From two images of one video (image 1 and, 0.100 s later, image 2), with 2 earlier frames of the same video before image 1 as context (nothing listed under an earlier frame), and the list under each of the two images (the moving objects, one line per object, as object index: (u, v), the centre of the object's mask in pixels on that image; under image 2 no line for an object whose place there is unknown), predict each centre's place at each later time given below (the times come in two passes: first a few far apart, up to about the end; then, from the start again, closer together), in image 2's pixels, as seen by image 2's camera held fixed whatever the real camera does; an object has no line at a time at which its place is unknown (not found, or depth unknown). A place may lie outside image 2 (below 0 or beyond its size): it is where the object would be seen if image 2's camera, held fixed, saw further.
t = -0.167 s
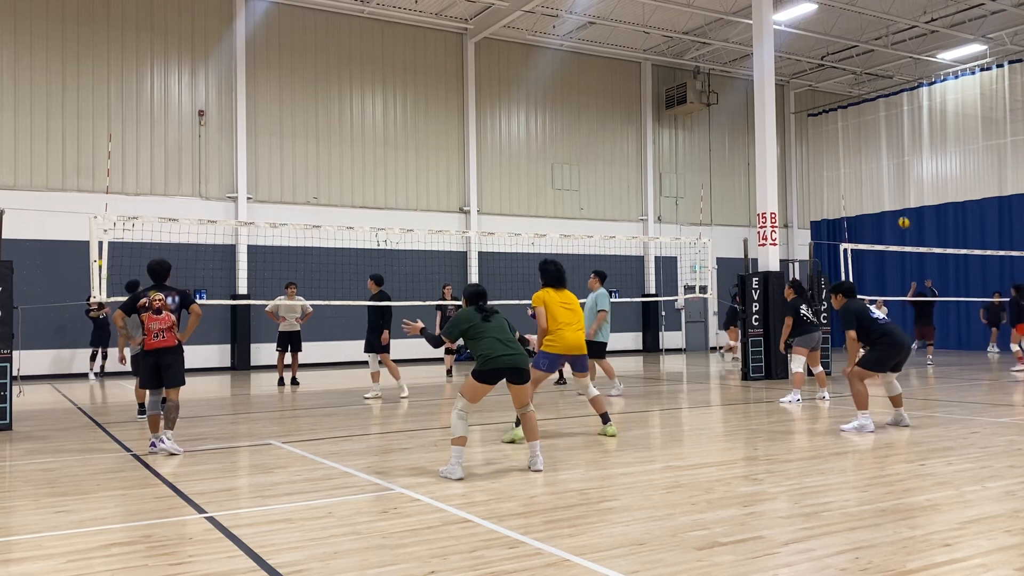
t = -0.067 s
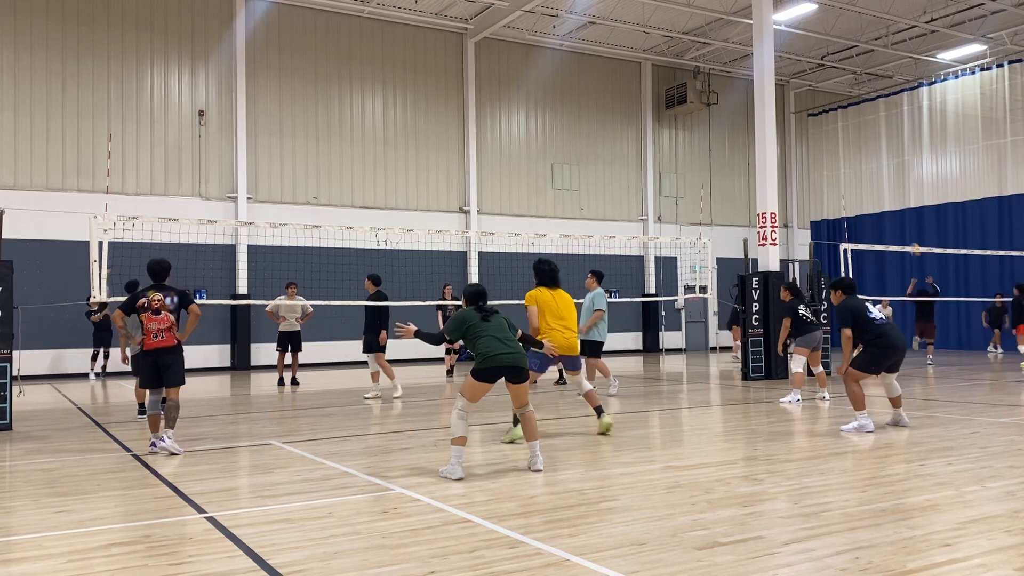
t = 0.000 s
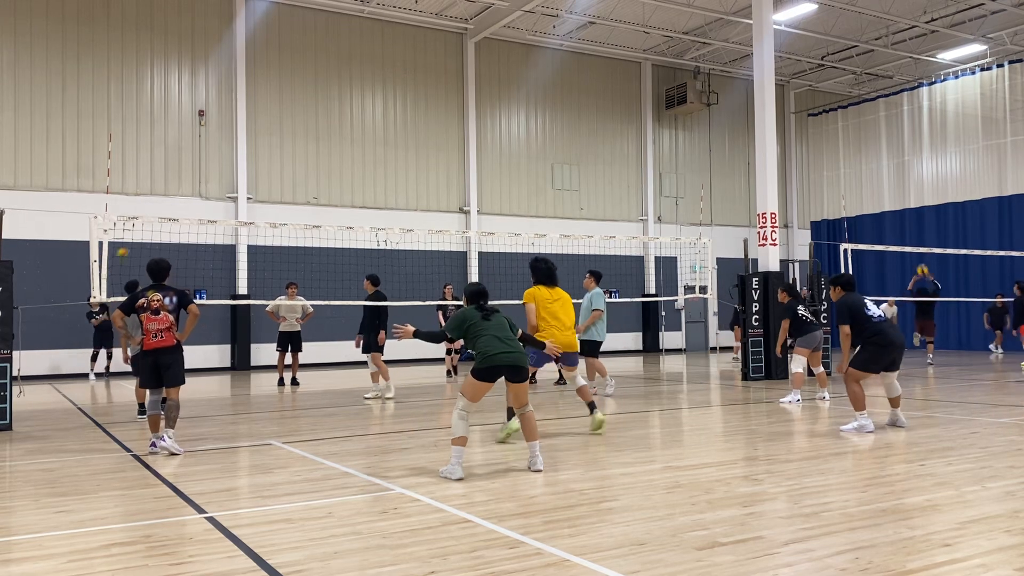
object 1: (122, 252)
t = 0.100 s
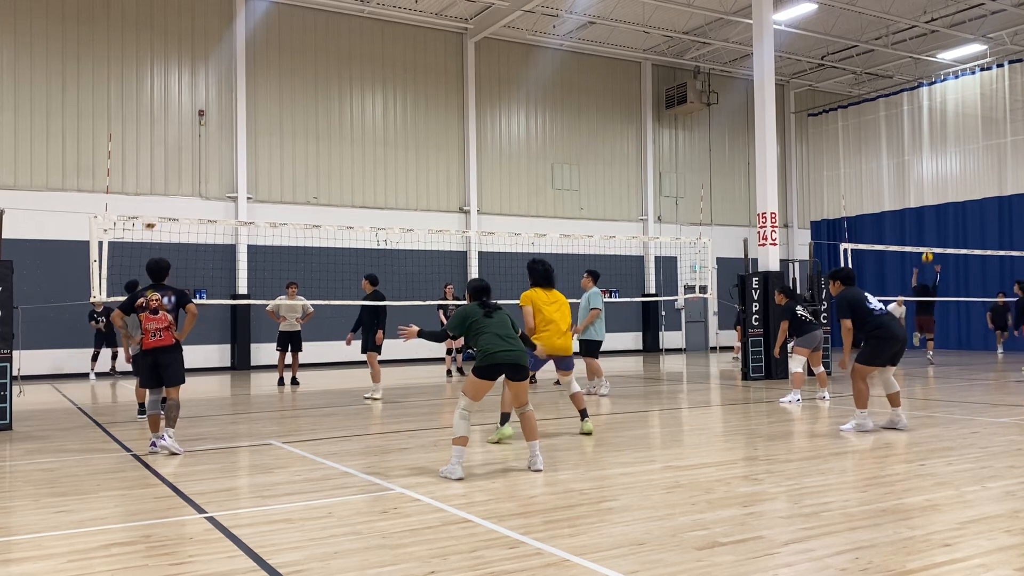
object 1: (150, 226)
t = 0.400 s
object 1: (245, 148)
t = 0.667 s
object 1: (351, 113)
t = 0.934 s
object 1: (507, 129)
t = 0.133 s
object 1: (159, 213)
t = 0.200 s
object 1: (179, 194)
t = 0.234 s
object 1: (189, 186)
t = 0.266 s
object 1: (200, 177)
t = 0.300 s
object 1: (211, 170)
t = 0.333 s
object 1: (222, 162)
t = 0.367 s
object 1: (233, 155)
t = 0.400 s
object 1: (245, 148)
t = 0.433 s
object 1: (256, 141)
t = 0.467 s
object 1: (268, 136)
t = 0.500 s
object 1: (280, 131)
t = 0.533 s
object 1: (293, 126)
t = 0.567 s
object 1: (307, 123)
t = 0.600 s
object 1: (321, 119)
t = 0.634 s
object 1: (336, 116)
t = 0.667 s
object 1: (351, 113)
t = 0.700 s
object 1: (367, 112)
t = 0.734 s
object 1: (385, 111)
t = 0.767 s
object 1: (403, 111)
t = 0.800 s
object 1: (422, 112)
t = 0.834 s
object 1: (441, 115)
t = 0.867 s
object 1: (462, 118)
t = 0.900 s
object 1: (485, 123)
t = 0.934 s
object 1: (507, 129)
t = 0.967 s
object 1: (533, 137)
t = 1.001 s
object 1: (558, 146)
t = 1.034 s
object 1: (585, 156)
